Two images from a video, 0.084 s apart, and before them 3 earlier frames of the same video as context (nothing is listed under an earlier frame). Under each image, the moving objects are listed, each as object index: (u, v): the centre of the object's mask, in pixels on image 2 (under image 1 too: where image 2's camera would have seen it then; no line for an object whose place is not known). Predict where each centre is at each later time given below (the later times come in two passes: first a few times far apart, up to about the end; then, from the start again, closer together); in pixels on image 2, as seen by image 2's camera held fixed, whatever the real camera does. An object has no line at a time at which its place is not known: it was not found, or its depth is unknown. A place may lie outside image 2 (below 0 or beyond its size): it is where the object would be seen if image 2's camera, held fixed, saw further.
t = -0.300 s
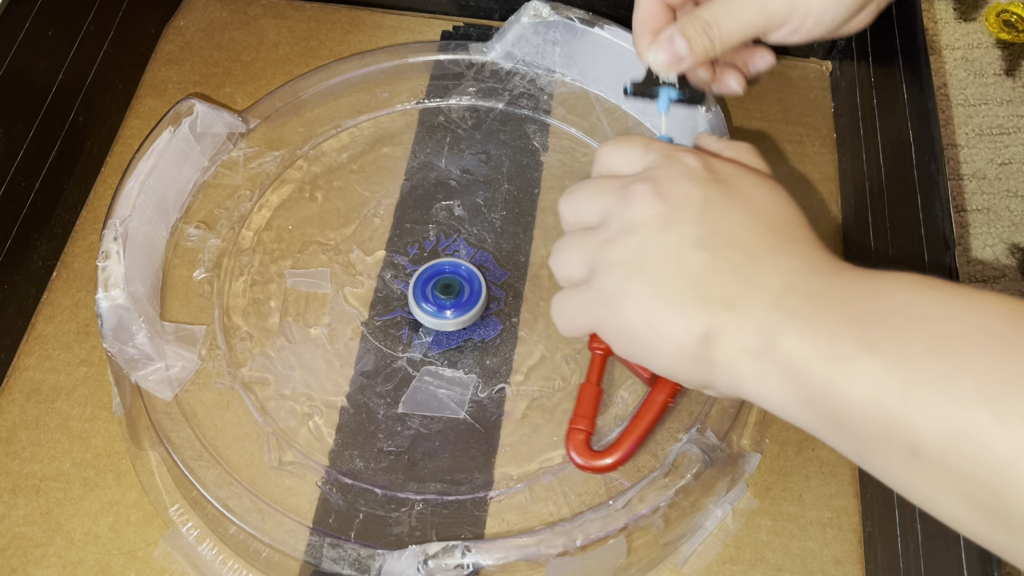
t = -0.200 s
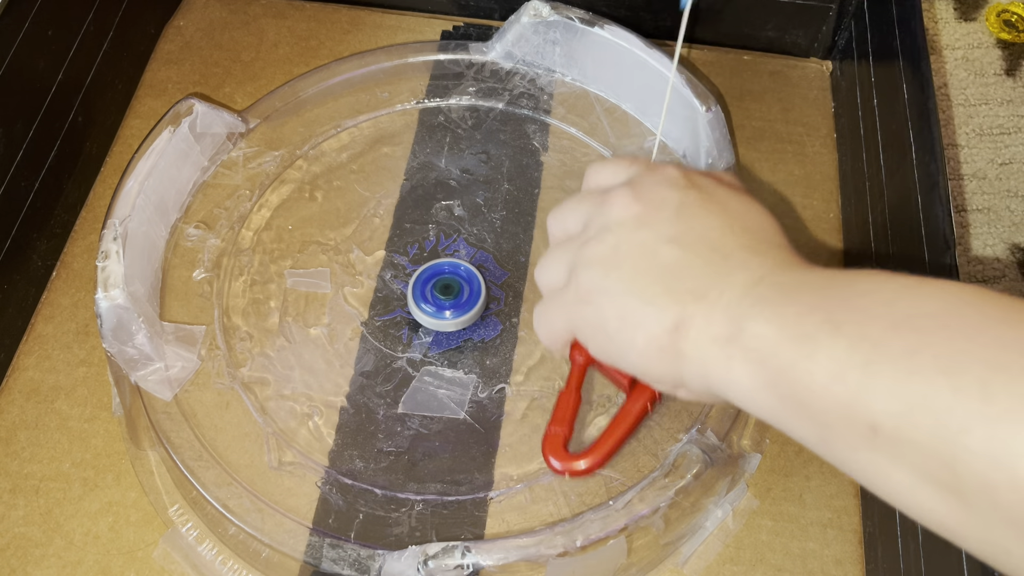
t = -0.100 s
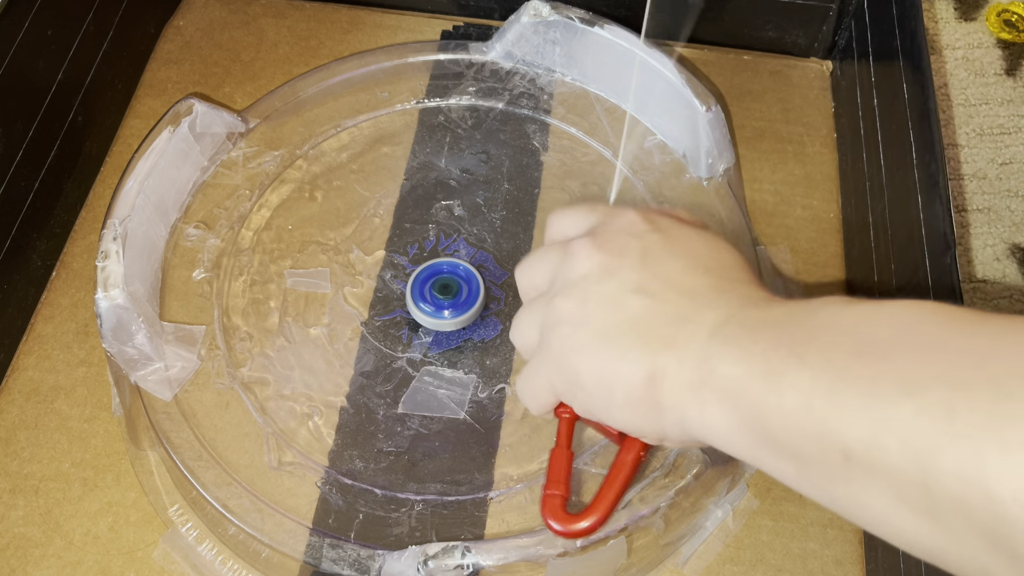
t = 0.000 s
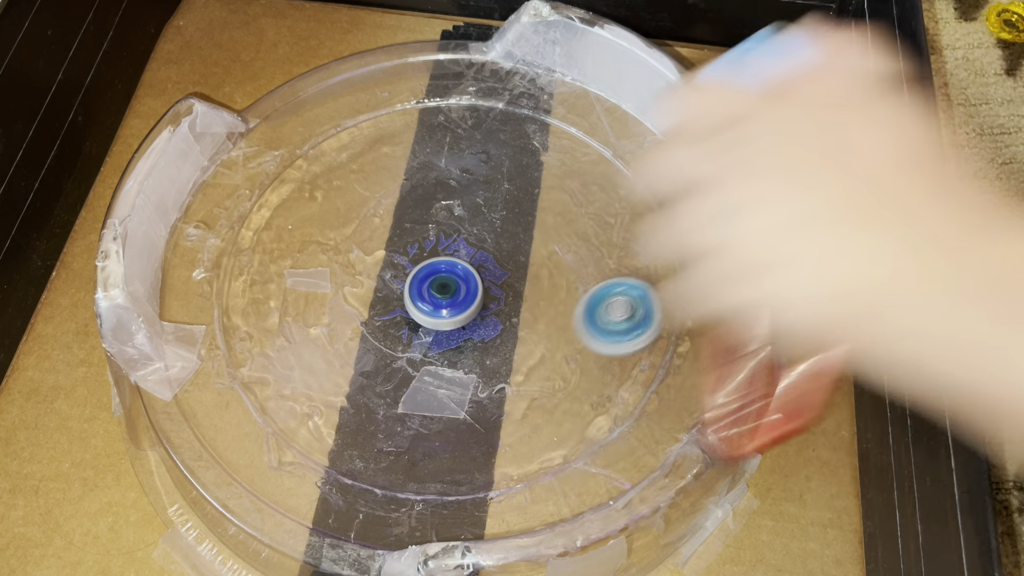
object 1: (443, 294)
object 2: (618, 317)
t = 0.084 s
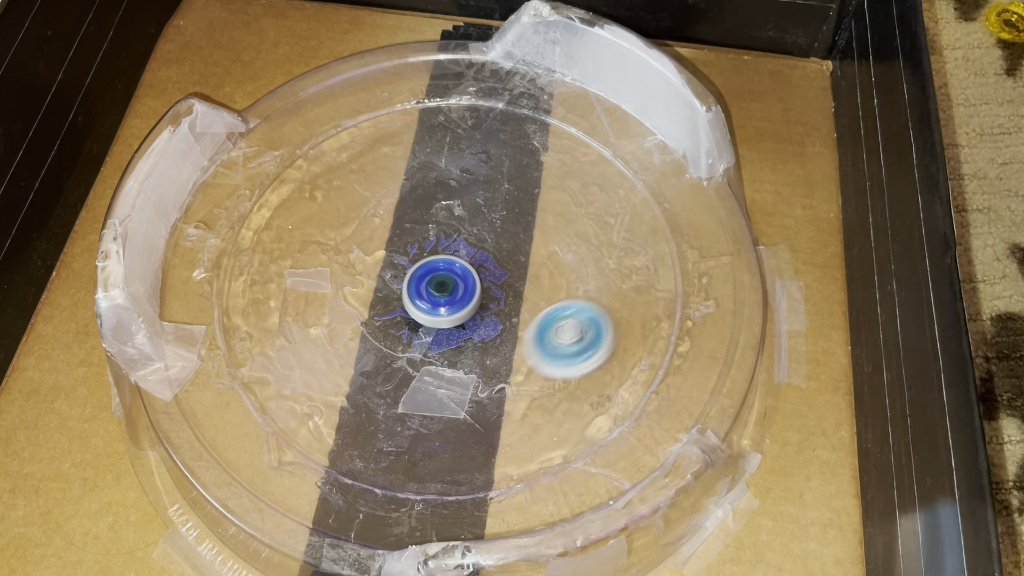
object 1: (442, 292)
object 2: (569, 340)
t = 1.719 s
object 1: (322, 271)
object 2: (386, 199)
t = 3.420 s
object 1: (443, 259)
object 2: (324, 315)
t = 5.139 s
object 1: (463, 286)
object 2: (620, 383)
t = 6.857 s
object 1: (450, 298)
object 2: (540, 197)
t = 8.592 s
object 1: (436, 292)
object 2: (650, 226)
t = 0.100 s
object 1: (441, 291)
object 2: (559, 346)
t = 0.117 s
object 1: (440, 291)
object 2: (548, 353)
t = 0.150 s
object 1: (439, 291)
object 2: (529, 368)
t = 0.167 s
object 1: (438, 292)
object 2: (521, 377)
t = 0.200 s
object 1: (438, 293)
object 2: (507, 395)
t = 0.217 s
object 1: (438, 294)
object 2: (502, 404)
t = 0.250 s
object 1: (437, 294)
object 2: (495, 422)
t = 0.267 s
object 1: (437, 295)
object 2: (493, 431)
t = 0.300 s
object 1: (437, 295)
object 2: (493, 449)
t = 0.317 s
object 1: (437, 295)
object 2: (494, 459)
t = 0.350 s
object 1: (438, 295)
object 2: (501, 458)
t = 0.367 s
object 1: (438, 295)
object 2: (505, 451)
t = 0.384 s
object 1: (439, 295)
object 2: (510, 445)
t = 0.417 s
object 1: (439, 295)
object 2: (518, 438)
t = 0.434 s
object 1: (439, 295)
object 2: (521, 435)
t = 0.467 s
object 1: (438, 294)
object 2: (524, 432)
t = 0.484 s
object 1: (437, 293)
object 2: (525, 432)
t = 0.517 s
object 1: (436, 293)
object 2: (524, 436)
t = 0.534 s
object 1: (436, 293)
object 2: (523, 440)
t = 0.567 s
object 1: (436, 293)
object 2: (521, 448)
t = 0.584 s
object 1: (436, 293)
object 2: (519, 454)
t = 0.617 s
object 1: (437, 293)
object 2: (519, 456)
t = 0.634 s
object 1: (438, 293)
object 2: (520, 449)
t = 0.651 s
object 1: (438, 293)
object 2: (520, 444)
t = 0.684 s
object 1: (439, 293)
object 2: (516, 436)
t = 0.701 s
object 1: (440, 293)
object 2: (514, 434)
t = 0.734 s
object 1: (440, 293)
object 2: (508, 429)
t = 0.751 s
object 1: (440, 293)
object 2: (507, 427)
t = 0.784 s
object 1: (440, 293)
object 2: (504, 423)
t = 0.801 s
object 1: (440, 293)
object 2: (504, 419)
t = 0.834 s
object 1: (440, 293)
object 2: (505, 409)
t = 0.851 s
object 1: (440, 293)
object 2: (505, 402)
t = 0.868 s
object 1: (440, 292)
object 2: (504, 394)
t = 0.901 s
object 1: (439, 292)
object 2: (494, 376)
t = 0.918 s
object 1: (439, 292)
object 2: (486, 365)
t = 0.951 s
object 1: (436, 288)
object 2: (468, 352)
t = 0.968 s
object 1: (433, 281)
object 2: (459, 352)
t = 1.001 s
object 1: (425, 265)
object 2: (437, 356)
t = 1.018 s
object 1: (423, 258)
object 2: (425, 358)
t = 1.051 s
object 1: (418, 246)
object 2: (401, 366)
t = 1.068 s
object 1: (415, 241)
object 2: (389, 372)
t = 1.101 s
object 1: (411, 235)
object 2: (368, 385)
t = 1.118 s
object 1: (408, 233)
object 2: (359, 393)
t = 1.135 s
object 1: (405, 232)
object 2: (352, 401)
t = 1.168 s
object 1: (401, 232)
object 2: (341, 421)
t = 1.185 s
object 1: (398, 233)
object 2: (337, 433)
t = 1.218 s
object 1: (393, 236)
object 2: (339, 450)
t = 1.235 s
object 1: (390, 238)
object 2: (357, 449)
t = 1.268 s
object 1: (386, 245)
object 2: (389, 452)
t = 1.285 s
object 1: (384, 248)
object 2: (406, 455)
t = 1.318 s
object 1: (381, 255)
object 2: (427, 452)
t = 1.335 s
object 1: (381, 259)
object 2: (436, 449)
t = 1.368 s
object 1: (381, 266)
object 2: (452, 437)
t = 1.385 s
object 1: (381, 270)
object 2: (460, 429)
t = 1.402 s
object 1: (382, 274)
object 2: (468, 418)
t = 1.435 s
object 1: (384, 282)
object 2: (481, 390)
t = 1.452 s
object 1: (386, 286)
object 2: (485, 374)
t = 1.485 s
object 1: (390, 292)
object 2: (484, 339)
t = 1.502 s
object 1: (393, 295)
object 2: (479, 323)
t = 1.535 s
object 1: (382, 292)
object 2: (484, 296)
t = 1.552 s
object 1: (370, 289)
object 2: (488, 285)
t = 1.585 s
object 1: (351, 282)
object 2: (490, 263)
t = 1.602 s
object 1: (343, 278)
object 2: (486, 252)
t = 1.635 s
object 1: (331, 274)
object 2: (470, 232)
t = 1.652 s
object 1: (327, 272)
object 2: (457, 223)
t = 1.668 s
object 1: (324, 271)
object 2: (442, 215)
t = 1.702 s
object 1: (322, 270)
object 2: (408, 205)
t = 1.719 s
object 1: (322, 271)
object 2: (386, 199)
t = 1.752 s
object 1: (325, 273)
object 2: (337, 199)
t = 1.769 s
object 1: (327, 275)
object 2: (315, 203)
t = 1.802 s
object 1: (334, 280)
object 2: (265, 216)
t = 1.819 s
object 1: (338, 283)
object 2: (240, 227)
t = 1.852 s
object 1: (348, 289)
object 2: (220, 263)
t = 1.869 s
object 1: (353, 292)
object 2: (217, 286)
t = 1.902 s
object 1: (364, 298)
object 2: (212, 334)
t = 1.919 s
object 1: (370, 300)
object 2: (209, 355)
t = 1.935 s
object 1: (376, 303)
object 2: (209, 376)
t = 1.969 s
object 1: (386, 306)
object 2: (221, 417)
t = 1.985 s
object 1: (392, 307)
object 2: (230, 433)
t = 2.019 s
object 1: (402, 309)
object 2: (263, 463)
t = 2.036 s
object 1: (406, 309)
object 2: (284, 474)
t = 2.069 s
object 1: (415, 309)
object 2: (334, 488)
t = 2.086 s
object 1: (419, 308)
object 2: (361, 490)
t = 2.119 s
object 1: (426, 307)
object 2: (416, 481)
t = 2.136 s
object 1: (430, 306)
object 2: (442, 474)
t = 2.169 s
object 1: (435, 304)
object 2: (492, 449)
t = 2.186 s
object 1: (438, 303)
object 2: (514, 431)
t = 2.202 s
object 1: (439, 302)
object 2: (533, 411)
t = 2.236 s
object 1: (442, 298)
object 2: (563, 364)
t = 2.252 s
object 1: (442, 296)
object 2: (572, 337)
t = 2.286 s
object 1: (445, 290)
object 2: (578, 286)
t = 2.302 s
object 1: (446, 287)
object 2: (574, 259)
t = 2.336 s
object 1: (446, 282)
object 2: (555, 209)
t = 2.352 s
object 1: (445, 279)
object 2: (541, 188)
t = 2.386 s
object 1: (445, 273)
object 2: (505, 149)
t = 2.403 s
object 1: (445, 270)
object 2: (484, 135)
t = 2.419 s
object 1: (445, 267)
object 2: (461, 121)
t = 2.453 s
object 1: (443, 261)
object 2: (406, 98)
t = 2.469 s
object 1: (442, 258)
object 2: (379, 95)
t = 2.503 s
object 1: (440, 253)
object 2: (331, 110)
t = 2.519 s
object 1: (438, 251)
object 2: (309, 121)
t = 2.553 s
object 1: (436, 248)
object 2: (267, 133)
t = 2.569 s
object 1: (435, 247)
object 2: (259, 144)
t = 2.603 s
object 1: (432, 246)
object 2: (248, 178)
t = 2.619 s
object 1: (430, 247)
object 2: (245, 198)
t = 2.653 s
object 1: (425, 248)
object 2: (245, 240)
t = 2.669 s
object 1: (423, 248)
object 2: (249, 259)
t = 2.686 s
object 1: (422, 249)
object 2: (256, 277)
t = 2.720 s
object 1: (419, 250)
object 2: (281, 313)
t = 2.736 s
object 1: (418, 252)
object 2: (300, 332)
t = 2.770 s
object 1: (417, 255)
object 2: (348, 361)
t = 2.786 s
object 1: (417, 256)
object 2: (375, 372)
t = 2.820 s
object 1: (417, 260)
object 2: (434, 380)
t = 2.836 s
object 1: (417, 261)
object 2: (462, 378)
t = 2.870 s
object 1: (418, 265)
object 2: (520, 362)
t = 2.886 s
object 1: (419, 266)
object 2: (545, 350)
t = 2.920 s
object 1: (421, 269)
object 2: (589, 315)
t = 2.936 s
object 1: (421, 270)
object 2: (607, 294)
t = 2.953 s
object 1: (422, 271)
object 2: (620, 271)
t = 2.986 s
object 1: (424, 273)
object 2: (635, 225)
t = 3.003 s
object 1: (425, 274)
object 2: (639, 204)
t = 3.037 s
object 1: (426, 275)
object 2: (628, 162)
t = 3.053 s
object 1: (427, 275)
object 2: (609, 147)
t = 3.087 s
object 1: (429, 275)
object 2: (570, 124)
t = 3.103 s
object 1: (430, 274)
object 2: (548, 115)
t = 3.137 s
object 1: (433, 273)
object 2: (507, 100)
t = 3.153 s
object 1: (434, 272)
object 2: (482, 96)
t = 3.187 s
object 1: (438, 269)
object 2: (432, 98)
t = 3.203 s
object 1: (439, 267)
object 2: (408, 101)
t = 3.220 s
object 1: (440, 266)
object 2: (388, 107)
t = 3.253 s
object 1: (443, 263)
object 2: (351, 125)
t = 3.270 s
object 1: (444, 261)
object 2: (336, 137)
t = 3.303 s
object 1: (445, 259)
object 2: (313, 168)
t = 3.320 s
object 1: (445, 258)
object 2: (306, 186)
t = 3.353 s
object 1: (445, 258)
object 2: (298, 226)
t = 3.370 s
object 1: (444, 258)
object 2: (299, 249)
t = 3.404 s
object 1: (444, 259)
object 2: (312, 294)
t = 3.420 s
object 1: (443, 259)
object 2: (324, 315)
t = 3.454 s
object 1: (443, 261)
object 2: (363, 353)
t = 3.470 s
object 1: (442, 262)
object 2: (386, 368)
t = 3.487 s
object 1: (442, 263)
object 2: (410, 380)
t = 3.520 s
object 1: (441, 265)
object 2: (464, 392)
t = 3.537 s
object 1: (441, 266)
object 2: (493, 393)
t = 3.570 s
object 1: (440, 267)
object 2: (552, 383)
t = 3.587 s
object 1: (440, 268)
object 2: (579, 373)
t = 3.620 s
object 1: (439, 269)
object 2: (628, 346)
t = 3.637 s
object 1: (439, 269)
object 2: (647, 331)
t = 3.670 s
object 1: (439, 270)
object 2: (671, 292)
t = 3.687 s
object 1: (439, 270)
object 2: (668, 268)
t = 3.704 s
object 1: (439, 270)
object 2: (665, 248)
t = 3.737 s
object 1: (439, 269)
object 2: (653, 212)
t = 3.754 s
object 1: (439, 269)
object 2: (641, 192)
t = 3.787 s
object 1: (439, 269)
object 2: (614, 159)
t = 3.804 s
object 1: (439, 269)
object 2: (601, 144)
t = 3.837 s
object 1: (440, 270)
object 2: (561, 123)
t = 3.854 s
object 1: (440, 270)
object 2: (542, 117)
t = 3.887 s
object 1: (441, 270)
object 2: (504, 112)
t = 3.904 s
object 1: (442, 270)
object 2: (484, 114)
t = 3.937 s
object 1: (443, 270)
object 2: (446, 126)
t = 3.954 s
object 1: (444, 269)
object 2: (426, 137)
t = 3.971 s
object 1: (444, 269)
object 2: (408, 148)
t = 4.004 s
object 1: (445, 269)
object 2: (376, 180)
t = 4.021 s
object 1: (446, 269)
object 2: (363, 199)
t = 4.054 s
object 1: (447, 269)
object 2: (347, 238)
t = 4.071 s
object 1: (448, 269)
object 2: (342, 260)
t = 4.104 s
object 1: (449, 269)
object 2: (344, 303)
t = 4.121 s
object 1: (450, 269)
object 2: (350, 326)
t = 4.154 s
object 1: (450, 269)
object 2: (373, 366)
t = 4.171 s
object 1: (451, 270)
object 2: (389, 383)
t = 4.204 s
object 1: (451, 270)
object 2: (430, 412)
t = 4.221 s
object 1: (452, 270)
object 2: (451, 420)
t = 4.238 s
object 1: (452, 270)
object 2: (477, 429)
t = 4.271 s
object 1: (453, 271)
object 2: (532, 436)
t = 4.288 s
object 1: (453, 271)
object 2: (558, 435)
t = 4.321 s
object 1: (454, 272)
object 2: (602, 415)
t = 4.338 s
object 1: (454, 272)
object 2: (616, 394)
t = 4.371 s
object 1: (454, 273)
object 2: (642, 360)
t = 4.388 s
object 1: (455, 273)
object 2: (653, 344)
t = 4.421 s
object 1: (456, 273)
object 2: (659, 303)
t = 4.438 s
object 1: (457, 274)
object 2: (656, 282)
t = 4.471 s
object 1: (458, 274)
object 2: (646, 246)
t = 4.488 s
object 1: (459, 275)
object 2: (639, 230)
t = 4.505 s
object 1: (459, 276)
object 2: (628, 216)
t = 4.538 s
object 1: (460, 277)
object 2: (601, 193)
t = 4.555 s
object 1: (460, 277)
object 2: (583, 184)
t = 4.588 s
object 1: (460, 278)
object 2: (544, 173)
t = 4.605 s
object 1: (460, 279)
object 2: (524, 172)
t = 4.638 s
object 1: (460, 280)
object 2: (485, 175)
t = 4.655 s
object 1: (460, 280)
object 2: (464, 180)
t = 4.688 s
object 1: (460, 281)
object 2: (425, 196)
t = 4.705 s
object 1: (460, 281)
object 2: (406, 207)
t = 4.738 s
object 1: (461, 281)
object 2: (373, 235)
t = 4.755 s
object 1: (461, 282)
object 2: (359, 251)
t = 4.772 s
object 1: (461, 282)
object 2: (347, 268)
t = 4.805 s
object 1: (461, 282)
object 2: (328, 307)
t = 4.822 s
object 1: (461, 282)
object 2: (326, 328)
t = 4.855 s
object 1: (461, 283)
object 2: (330, 369)
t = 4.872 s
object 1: (461, 283)
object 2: (337, 389)
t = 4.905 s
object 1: (461, 283)
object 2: (359, 427)
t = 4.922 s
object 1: (461, 283)
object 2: (374, 444)
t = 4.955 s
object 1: (461, 284)
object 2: (407, 471)
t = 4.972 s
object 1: (461, 284)
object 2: (430, 473)
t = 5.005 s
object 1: (461, 284)
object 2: (480, 459)
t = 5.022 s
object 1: (461, 284)
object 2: (506, 453)
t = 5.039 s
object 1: (462, 285)
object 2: (527, 446)
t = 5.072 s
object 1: (462, 285)
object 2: (569, 432)
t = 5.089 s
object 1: (462, 285)
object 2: (586, 422)
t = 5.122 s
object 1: (463, 286)
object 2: (611, 398)
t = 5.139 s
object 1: (463, 286)
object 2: (620, 383)
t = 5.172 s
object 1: (463, 286)
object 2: (629, 351)
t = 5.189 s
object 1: (463, 286)
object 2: (629, 334)
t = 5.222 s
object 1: (463, 287)
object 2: (622, 300)
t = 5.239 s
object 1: (463, 287)
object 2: (616, 283)
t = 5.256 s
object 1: (463, 287)
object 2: (607, 268)
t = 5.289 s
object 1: (463, 287)
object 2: (582, 239)
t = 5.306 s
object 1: (463, 287)
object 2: (565, 227)
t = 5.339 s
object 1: (463, 288)
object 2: (530, 208)
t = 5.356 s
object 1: (463, 288)
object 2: (508, 202)
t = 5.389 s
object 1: (463, 288)
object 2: (468, 195)
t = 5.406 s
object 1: (463, 288)
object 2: (448, 194)
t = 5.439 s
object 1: (463, 289)
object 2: (404, 198)
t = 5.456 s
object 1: (463, 289)
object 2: (383, 203)
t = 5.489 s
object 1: (463, 289)
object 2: (340, 218)
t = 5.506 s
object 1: (463, 289)
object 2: (321, 228)
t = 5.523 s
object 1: (463, 289)
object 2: (304, 240)
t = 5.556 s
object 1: (463, 289)
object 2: (274, 269)
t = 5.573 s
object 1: (463, 289)
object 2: (261, 285)
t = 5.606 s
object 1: (463, 289)
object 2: (243, 318)
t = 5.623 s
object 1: (463, 289)
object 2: (237, 336)
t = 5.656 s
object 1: (462, 290)
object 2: (245, 368)
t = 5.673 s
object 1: (462, 290)
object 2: (260, 386)
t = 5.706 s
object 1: (462, 290)
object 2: (289, 419)
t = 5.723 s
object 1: (462, 290)
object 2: (303, 432)
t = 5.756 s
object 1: (462, 290)
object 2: (347, 451)
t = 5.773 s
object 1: (462, 291)
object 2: (372, 457)
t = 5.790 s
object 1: (462, 291)
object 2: (394, 460)
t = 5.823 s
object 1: (462, 291)
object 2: (437, 457)
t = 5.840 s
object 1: (461, 292)
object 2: (456, 452)
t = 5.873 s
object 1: (461, 292)
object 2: (492, 432)
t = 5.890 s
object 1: (461, 292)
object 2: (508, 419)
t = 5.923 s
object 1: (460, 293)
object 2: (534, 388)
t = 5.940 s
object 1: (460, 293)
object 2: (545, 371)
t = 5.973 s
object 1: (460, 293)
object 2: (554, 334)
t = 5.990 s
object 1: (459, 294)
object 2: (555, 316)
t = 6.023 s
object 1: (459, 294)
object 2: (548, 280)
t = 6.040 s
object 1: (459, 294)
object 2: (541, 263)
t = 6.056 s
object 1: (458, 295)
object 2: (532, 247)
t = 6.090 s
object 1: (458, 295)
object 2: (507, 218)
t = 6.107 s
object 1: (458, 295)
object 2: (494, 207)
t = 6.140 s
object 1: (457, 295)
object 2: (460, 188)
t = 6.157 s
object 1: (457, 296)
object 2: (445, 181)
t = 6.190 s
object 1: (456, 296)
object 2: (405, 171)
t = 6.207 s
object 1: (456, 296)
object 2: (385, 169)
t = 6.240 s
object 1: (456, 296)
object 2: (345, 170)
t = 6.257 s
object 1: (455, 296)
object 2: (325, 173)
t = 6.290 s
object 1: (455, 297)
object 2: (288, 184)
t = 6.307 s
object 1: (455, 297)
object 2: (272, 191)
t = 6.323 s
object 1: (455, 297)
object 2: (257, 200)
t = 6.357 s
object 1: (454, 297)
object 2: (239, 227)
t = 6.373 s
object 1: (454, 297)
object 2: (237, 247)
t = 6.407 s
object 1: (454, 297)
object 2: (238, 286)
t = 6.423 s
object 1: (454, 297)
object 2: (239, 302)
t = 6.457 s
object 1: (454, 297)
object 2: (248, 331)
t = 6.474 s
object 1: (454, 297)
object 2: (256, 344)
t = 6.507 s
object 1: (454, 297)
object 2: (280, 368)
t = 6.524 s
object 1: (454, 297)
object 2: (297, 379)
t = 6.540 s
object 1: (454, 297)
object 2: (316, 387)
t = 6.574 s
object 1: (454, 297)
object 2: (357, 399)
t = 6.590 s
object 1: (454, 297)
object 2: (378, 401)
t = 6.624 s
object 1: (453, 298)
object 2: (420, 397)
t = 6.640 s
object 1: (453, 298)
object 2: (442, 391)
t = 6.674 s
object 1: (452, 298)
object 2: (481, 373)
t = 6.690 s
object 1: (451, 298)
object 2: (495, 361)
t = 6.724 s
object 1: (450, 298)
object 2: (521, 332)
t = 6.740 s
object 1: (451, 298)
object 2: (532, 316)
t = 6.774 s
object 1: (451, 298)
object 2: (545, 282)
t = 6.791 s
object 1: (451, 298)
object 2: (548, 264)
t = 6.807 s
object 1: (450, 298)
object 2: (549, 247)
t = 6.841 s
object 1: (450, 298)
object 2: (545, 213)
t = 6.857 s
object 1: (450, 298)
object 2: (540, 197)
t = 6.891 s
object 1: (450, 298)
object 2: (524, 168)
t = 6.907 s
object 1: (449, 298)
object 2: (514, 155)
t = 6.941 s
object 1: (449, 298)
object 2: (490, 133)
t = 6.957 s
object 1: (449, 298)
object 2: (475, 124)
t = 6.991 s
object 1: (448, 298)
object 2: (445, 111)
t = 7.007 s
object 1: (448, 298)
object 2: (428, 106)
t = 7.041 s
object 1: (447, 298)
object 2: (395, 100)
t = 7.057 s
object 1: (447, 298)
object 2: (378, 102)
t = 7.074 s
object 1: (447, 298)
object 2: (361, 112)
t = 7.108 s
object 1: (446, 298)
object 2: (329, 133)
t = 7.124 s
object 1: (446, 298)
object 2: (315, 143)
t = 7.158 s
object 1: (446, 298)
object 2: (294, 164)
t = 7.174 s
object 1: (446, 298)
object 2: (286, 177)
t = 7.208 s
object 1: (445, 297)
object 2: (275, 205)
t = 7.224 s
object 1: (445, 297)
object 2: (272, 220)
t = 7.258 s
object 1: (445, 297)
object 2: (275, 253)
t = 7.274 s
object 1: (444, 297)
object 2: (279, 269)
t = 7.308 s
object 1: (444, 297)
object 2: (295, 300)
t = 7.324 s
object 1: (444, 297)
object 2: (308, 314)
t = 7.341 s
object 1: (444, 297)
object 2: (323, 328)
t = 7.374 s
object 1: (443, 297)
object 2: (360, 350)
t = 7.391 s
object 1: (443, 297)
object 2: (379, 357)
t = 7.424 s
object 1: (444, 295)
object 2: (421, 366)
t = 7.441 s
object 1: (443, 295)
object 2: (442, 367)
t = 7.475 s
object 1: (443, 296)
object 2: (484, 360)
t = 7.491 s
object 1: (443, 297)
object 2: (503, 354)
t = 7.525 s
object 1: (443, 296)
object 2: (540, 336)
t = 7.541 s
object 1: (443, 296)
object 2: (557, 324)
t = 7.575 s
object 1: (443, 296)
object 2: (583, 299)
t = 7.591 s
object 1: (443, 296)
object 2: (593, 284)
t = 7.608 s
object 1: (443, 296)
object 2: (602, 267)
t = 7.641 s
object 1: (443, 296)
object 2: (611, 236)
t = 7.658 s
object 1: (442, 296)
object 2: (612, 219)
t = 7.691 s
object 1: (442, 296)
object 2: (609, 190)
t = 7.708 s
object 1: (442, 296)
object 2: (605, 176)
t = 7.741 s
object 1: (441, 295)
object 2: (593, 149)
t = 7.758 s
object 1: (441, 295)
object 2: (583, 137)
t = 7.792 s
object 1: (440, 295)
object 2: (562, 118)
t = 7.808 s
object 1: (440, 295)
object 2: (546, 112)
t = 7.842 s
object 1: (440, 294)
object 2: (512, 106)
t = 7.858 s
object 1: (439, 294)
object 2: (496, 106)
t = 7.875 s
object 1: (439, 294)
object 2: (481, 107)
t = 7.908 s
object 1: (439, 294)
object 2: (450, 114)
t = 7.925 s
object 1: (438, 293)
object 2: (435, 119)
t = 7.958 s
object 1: (438, 293)
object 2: (404, 136)
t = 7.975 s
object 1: (438, 293)
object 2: (391, 146)
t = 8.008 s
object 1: (438, 293)
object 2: (367, 173)
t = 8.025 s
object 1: (438, 293)
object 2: (357, 187)
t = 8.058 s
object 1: (437, 292)
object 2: (344, 218)
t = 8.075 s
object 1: (437, 292)
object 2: (341, 234)
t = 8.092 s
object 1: (437, 292)
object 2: (338, 252)
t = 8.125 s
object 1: (437, 292)
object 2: (342, 287)
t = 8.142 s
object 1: (437, 293)
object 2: (348, 303)
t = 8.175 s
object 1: (438, 293)
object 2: (364, 335)
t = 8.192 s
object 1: (437, 293)
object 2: (377, 351)
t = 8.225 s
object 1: (437, 293)
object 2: (404, 374)
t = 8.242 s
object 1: (437, 293)
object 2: (422, 385)
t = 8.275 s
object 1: (436, 293)
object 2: (457, 399)
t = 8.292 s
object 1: (436, 293)
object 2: (479, 402)
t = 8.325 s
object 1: (436, 293)
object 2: (519, 402)
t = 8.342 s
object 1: (436, 293)
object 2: (539, 399)
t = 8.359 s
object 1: (436, 292)
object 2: (559, 394)
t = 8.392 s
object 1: (436, 292)
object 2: (596, 378)
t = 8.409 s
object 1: (436, 292)
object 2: (610, 369)
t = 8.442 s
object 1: (436, 292)
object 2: (636, 346)
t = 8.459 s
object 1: (436, 292)
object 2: (647, 333)
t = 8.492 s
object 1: (436, 292)
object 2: (661, 307)
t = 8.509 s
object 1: (436, 292)
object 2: (665, 293)
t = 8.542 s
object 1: (436, 292)
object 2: (666, 265)
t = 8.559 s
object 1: (436, 292)
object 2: (663, 252)
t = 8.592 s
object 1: (436, 292)
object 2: (650, 226)
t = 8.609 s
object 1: (436, 292)
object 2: (641, 215)
